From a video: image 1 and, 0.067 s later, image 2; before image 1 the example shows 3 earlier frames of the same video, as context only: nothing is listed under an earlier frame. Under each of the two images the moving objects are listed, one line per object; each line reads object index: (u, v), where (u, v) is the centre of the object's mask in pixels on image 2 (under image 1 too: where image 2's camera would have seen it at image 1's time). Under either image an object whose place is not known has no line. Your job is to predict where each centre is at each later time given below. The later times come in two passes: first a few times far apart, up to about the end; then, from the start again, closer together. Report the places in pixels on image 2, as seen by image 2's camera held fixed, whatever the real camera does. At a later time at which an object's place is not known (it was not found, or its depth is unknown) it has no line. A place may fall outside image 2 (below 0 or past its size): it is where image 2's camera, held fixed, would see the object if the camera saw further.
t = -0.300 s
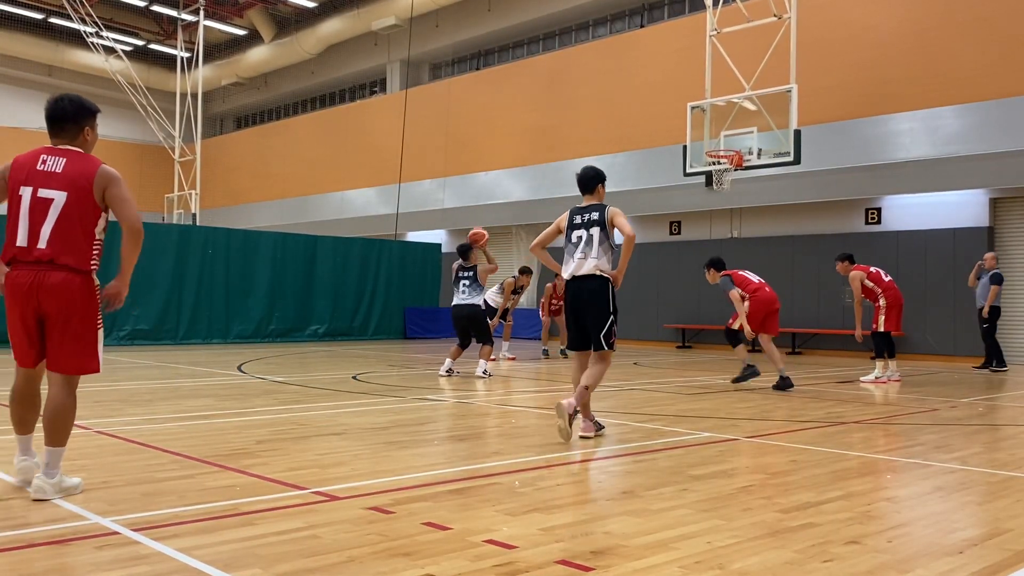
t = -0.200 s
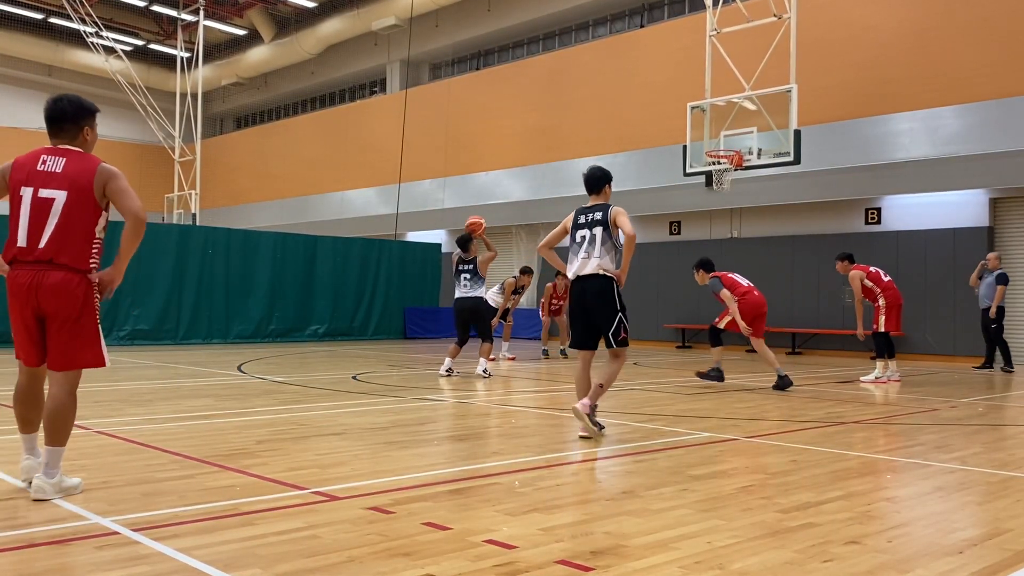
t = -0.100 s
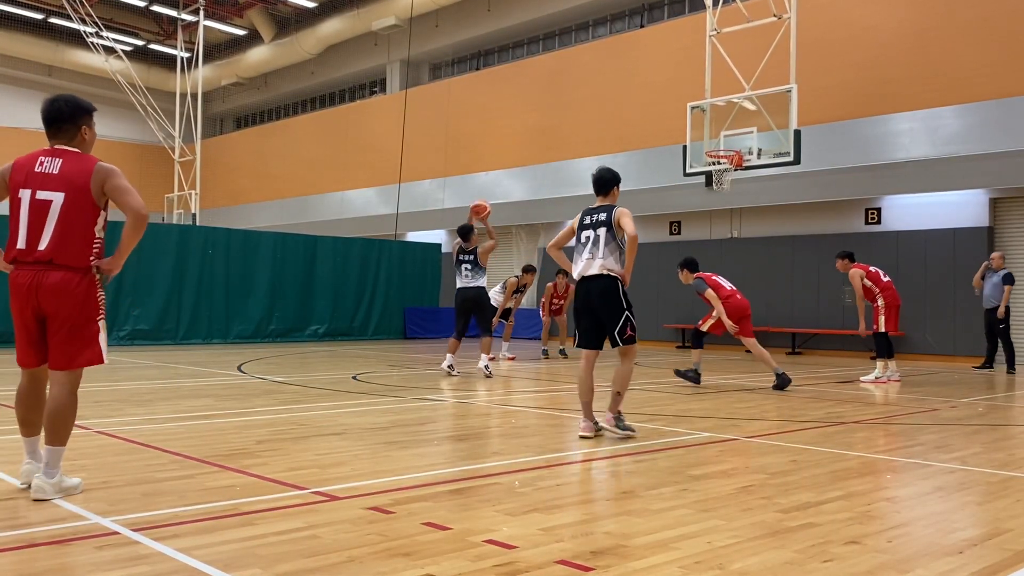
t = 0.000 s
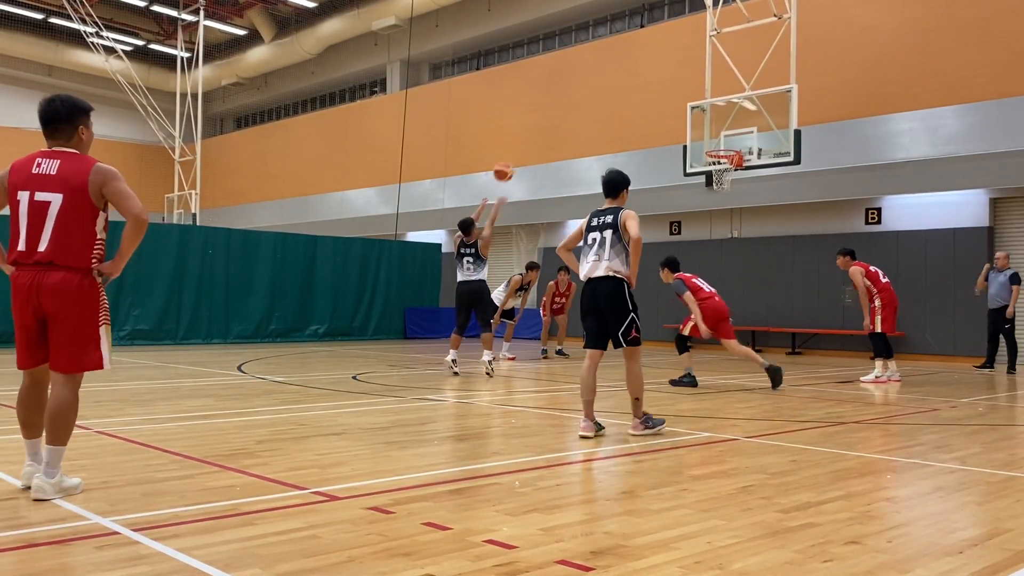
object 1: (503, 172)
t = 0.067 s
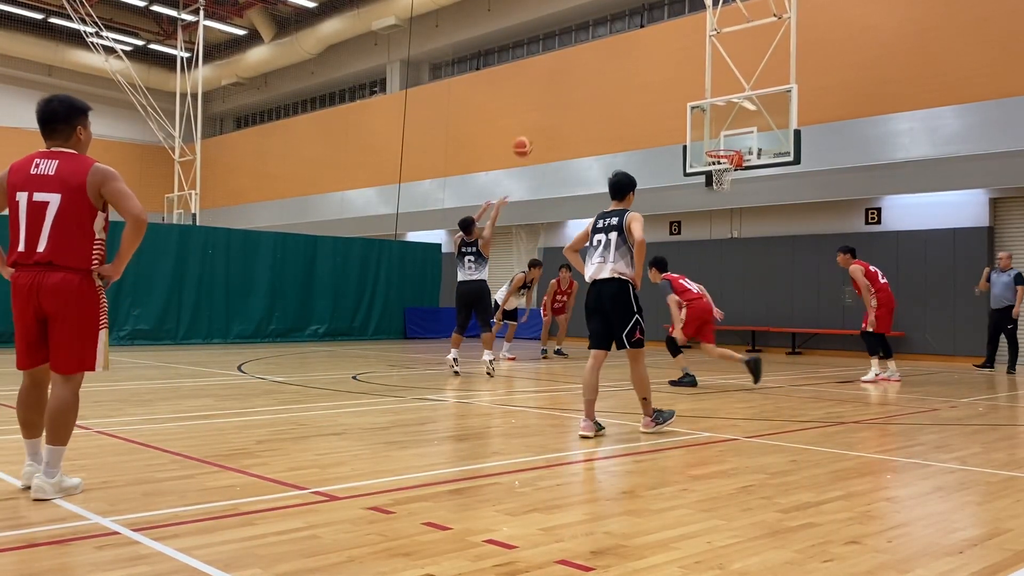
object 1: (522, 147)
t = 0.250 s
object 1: (572, 99)
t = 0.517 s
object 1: (636, 80)
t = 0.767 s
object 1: (687, 108)
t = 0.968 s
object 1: (720, 155)
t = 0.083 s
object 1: (527, 141)
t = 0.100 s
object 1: (532, 135)
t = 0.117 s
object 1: (536, 130)
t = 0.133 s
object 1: (540, 126)
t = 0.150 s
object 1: (545, 122)
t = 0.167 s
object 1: (550, 117)
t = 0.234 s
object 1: (568, 102)
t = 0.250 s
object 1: (572, 99)
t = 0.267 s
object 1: (576, 96)
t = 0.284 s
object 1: (581, 93)
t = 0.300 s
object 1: (585, 91)
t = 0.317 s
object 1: (589, 89)
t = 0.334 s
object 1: (594, 87)
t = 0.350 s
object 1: (597, 85)
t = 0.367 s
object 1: (601, 84)
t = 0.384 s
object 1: (605, 83)
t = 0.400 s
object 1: (609, 82)
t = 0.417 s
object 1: (613, 81)
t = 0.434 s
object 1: (617, 80)
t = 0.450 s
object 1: (621, 79)
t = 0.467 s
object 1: (625, 79)
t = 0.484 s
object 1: (628, 79)
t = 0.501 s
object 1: (632, 79)
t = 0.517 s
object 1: (636, 80)
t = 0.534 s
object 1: (639, 80)
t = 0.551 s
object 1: (643, 81)
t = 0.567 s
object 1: (647, 82)
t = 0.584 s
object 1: (650, 83)
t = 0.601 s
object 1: (654, 84)
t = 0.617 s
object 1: (656, 86)
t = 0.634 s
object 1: (660, 88)
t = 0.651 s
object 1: (664, 90)
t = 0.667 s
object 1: (667, 92)
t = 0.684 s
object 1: (670, 94)
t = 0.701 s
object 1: (673, 97)
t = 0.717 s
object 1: (677, 99)
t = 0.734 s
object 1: (680, 102)
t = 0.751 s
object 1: (684, 105)
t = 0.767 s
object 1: (687, 108)
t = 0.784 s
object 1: (690, 111)
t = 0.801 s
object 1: (693, 115)
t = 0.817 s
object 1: (696, 118)
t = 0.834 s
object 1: (699, 121)
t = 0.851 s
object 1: (703, 126)
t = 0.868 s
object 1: (706, 129)
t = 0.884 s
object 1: (709, 134)
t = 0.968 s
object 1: (720, 155)
